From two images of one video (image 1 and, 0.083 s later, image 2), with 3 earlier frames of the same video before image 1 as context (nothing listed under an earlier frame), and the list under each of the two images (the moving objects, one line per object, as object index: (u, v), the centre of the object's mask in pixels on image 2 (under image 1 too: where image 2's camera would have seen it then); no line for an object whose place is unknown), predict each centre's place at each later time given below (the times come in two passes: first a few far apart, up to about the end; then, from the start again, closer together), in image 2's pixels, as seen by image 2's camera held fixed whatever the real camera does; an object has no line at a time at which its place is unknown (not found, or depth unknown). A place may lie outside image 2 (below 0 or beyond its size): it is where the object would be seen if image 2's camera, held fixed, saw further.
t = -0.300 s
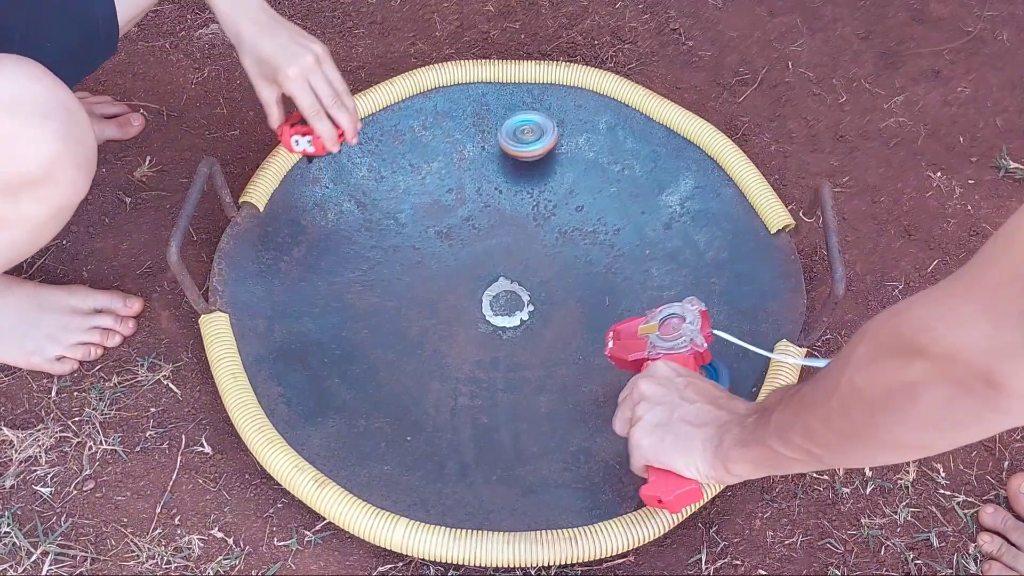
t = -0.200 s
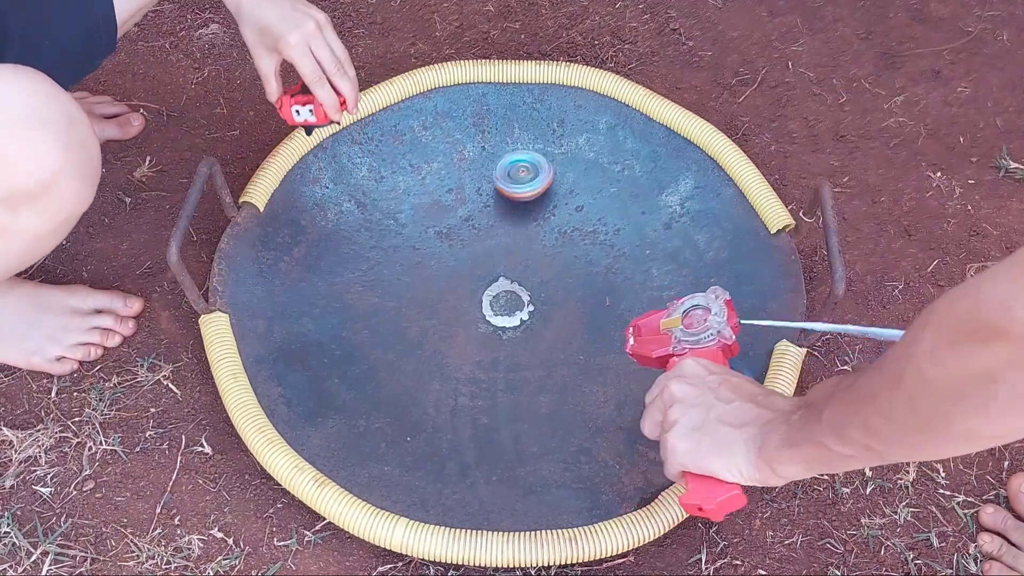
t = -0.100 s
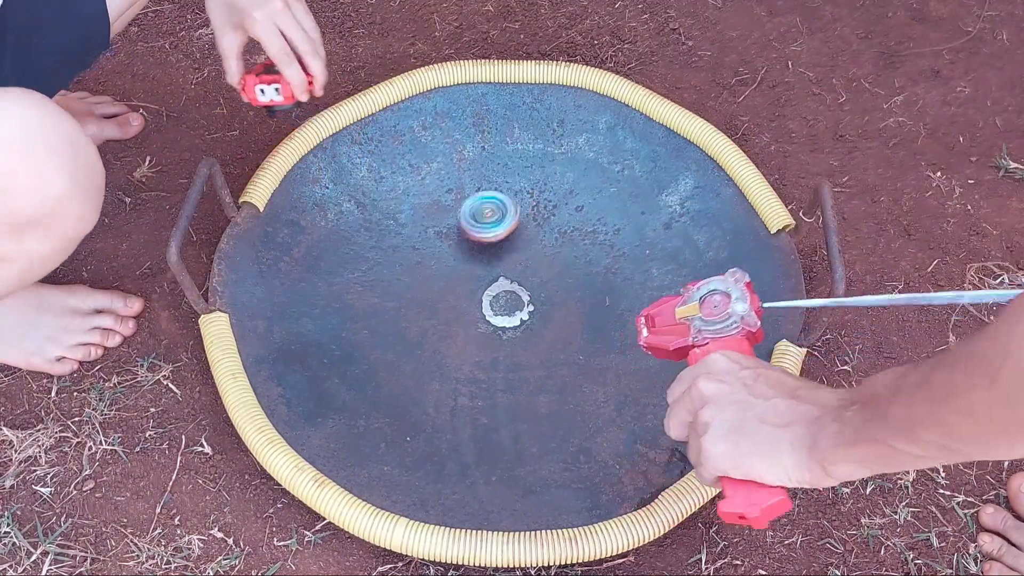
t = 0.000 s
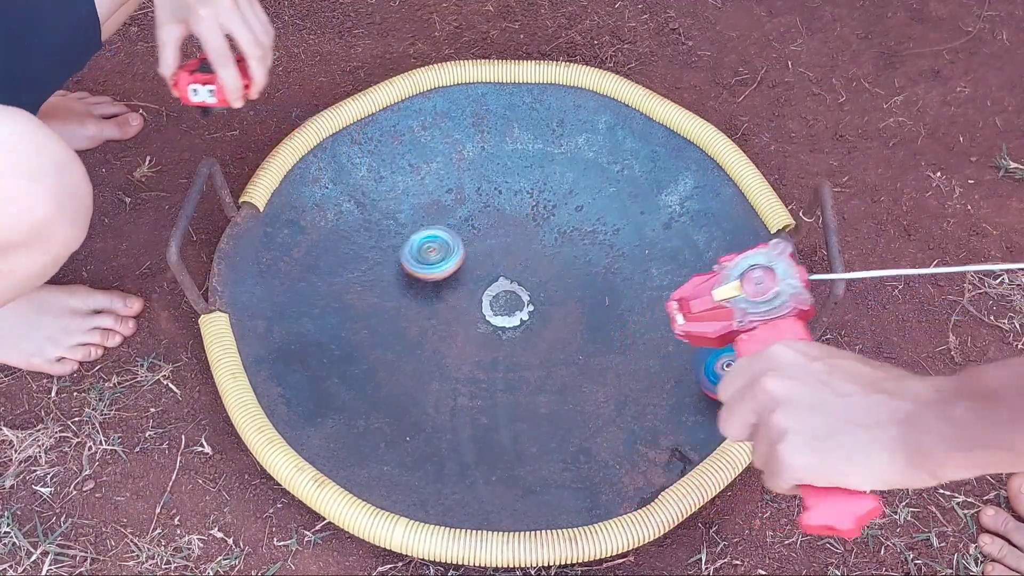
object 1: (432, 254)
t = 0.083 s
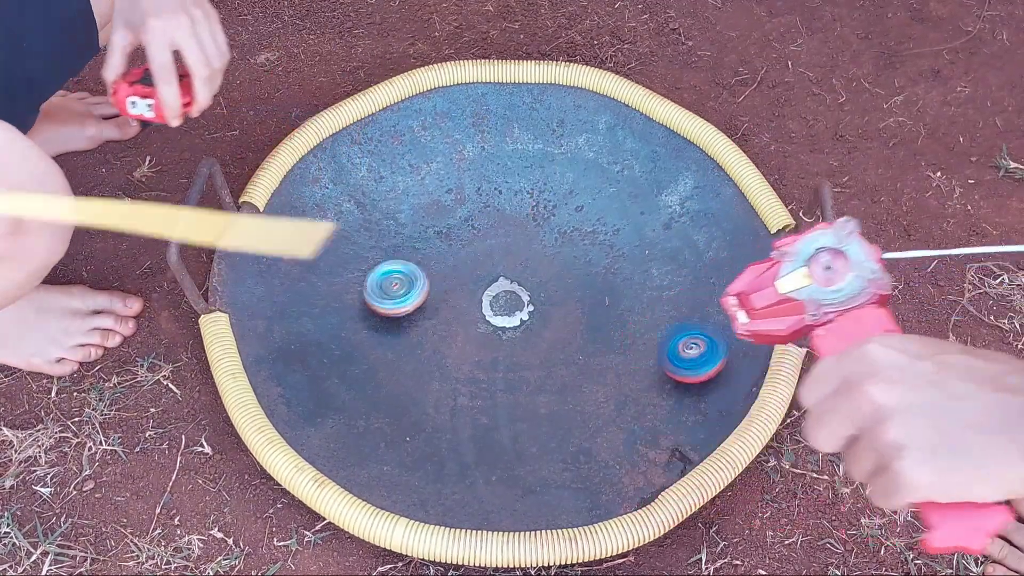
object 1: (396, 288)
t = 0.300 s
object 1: (363, 391)
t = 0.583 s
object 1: (479, 464)
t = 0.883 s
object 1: (551, 356)
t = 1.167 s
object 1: (527, 233)
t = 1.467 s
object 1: (417, 149)
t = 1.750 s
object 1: (320, 197)
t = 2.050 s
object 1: (398, 301)
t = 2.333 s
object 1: (537, 299)
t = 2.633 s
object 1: (607, 219)
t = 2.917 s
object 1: (547, 181)
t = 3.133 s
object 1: (490, 223)
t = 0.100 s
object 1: (390, 296)
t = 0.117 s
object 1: (385, 304)
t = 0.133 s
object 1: (380, 312)
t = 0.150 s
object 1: (375, 320)
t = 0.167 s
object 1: (373, 328)
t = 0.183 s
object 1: (370, 336)
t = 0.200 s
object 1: (367, 343)
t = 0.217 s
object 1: (364, 351)
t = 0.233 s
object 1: (362, 359)
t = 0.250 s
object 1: (361, 367)
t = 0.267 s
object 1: (361, 375)
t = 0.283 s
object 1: (361, 383)
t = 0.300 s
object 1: (363, 391)
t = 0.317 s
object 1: (367, 398)
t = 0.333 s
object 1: (370, 406)
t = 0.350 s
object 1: (373, 414)
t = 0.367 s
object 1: (379, 422)
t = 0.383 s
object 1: (384, 429)
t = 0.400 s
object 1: (390, 435)
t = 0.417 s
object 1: (397, 442)
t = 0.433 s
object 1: (405, 447)
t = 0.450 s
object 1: (412, 451)
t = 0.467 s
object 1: (418, 455)
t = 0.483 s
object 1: (426, 459)
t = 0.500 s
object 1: (436, 461)
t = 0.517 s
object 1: (444, 463)
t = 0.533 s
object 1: (453, 465)
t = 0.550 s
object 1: (463, 465)
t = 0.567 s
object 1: (471, 465)
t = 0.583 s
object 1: (479, 464)
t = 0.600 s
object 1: (489, 463)
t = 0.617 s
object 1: (498, 460)
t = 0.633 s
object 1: (505, 457)
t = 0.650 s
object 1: (514, 453)
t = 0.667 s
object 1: (520, 448)
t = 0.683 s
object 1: (526, 443)
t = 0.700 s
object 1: (533, 437)
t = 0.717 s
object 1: (538, 431)
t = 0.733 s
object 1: (541, 424)
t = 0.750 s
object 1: (546, 417)
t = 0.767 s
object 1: (548, 409)
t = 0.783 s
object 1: (551, 403)
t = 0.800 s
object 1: (554, 395)
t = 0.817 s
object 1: (555, 387)
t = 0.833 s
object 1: (555, 380)
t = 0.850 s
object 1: (555, 371)
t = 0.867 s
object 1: (553, 364)
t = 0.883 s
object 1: (551, 356)
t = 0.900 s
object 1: (550, 348)
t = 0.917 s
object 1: (548, 340)
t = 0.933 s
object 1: (545, 333)
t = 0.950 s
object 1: (541, 324)
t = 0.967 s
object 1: (537, 317)
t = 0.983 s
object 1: (534, 310)
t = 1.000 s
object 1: (529, 302)
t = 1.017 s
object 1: (524, 297)
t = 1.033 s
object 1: (526, 290)
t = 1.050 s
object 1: (529, 283)
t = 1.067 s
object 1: (533, 275)
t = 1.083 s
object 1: (535, 268)
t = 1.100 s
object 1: (536, 261)
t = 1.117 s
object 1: (535, 254)
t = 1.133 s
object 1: (533, 247)
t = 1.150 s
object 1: (531, 241)
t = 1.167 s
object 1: (527, 233)
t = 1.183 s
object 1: (524, 227)
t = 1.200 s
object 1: (518, 221)
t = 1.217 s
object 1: (514, 214)
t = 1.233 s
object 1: (509, 208)
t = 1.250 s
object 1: (503, 202)
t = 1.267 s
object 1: (498, 196)
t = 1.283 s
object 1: (491, 191)
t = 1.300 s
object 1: (486, 185)
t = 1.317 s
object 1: (480, 180)
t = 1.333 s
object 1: (474, 175)
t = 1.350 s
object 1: (467, 171)
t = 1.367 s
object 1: (460, 167)
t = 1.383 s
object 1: (454, 163)
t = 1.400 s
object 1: (447, 159)
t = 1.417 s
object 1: (439, 156)
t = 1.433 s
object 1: (431, 154)
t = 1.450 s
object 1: (424, 151)
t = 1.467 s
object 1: (417, 149)
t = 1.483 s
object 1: (409, 148)
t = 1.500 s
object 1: (401, 147)
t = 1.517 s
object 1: (394, 147)
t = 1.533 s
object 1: (387, 147)
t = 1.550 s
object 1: (380, 147)
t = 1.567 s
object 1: (372, 150)
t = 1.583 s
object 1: (366, 152)
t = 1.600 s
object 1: (359, 155)
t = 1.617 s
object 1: (353, 157)
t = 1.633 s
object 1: (347, 160)
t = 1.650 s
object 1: (342, 165)
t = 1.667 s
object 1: (337, 169)
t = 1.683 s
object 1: (333, 174)
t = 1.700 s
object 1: (328, 178)
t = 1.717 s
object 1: (324, 184)
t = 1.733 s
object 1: (323, 191)
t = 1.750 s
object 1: (320, 197)
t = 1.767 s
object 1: (320, 203)
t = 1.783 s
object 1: (319, 209)
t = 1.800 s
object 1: (320, 216)
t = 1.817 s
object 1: (321, 223)
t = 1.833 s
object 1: (324, 230)
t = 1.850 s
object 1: (326, 235)
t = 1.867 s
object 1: (328, 243)
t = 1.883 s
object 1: (333, 250)
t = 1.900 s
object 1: (337, 256)
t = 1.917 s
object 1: (342, 262)
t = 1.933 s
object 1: (346, 267)
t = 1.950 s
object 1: (354, 274)
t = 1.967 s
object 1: (360, 279)
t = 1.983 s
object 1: (368, 284)
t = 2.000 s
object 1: (374, 287)
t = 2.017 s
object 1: (382, 293)
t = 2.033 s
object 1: (390, 296)
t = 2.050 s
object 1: (398, 301)
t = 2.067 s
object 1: (406, 302)
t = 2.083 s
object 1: (414, 306)
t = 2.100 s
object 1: (424, 307)
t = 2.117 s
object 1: (431, 309)
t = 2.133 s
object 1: (441, 309)
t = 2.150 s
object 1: (448, 311)
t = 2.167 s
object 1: (458, 312)
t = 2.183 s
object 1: (466, 312)
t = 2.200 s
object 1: (476, 311)
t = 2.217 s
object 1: (483, 311)
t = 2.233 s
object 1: (493, 310)
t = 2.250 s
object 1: (501, 307)
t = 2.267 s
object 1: (508, 304)
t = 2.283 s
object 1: (513, 303)
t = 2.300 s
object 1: (522, 301)
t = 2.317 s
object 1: (528, 300)
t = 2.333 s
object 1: (537, 299)
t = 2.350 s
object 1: (542, 297)
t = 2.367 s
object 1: (550, 295)
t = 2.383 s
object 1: (556, 292)
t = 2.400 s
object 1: (563, 288)
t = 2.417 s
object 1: (569, 285)
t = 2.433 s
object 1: (576, 280)
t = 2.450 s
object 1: (582, 277)
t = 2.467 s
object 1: (587, 271)
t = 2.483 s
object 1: (591, 267)
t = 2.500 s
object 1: (596, 261)
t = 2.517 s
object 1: (599, 256)
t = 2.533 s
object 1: (601, 250)
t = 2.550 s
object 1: (603, 245)
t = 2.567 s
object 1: (605, 239)
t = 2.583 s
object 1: (607, 234)
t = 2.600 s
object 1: (606, 229)
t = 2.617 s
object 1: (607, 225)
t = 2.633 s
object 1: (607, 219)
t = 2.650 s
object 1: (605, 214)
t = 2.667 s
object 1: (603, 210)
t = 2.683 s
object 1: (601, 205)
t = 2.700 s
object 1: (599, 201)
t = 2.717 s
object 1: (596, 197)
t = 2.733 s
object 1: (593, 195)
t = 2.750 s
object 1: (591, 191)
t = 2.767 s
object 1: (587, 189)
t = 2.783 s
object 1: (583, 186)
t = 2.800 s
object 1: (580, 184)
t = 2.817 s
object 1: (576, 182)
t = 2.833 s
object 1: (571, 181)
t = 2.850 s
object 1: (566, 180)
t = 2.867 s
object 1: (562, 180)
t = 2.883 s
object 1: (558, 180)
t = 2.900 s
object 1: (552, 180)
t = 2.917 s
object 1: (547, 181)
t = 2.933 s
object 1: (542, 182)
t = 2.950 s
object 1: (536, 183)
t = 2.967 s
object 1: (530, 185)
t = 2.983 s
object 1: (526, 188)
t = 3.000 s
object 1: (521, 190)
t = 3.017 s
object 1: (515, 193)
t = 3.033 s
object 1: (510, 197)
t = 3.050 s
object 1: (507, 201)
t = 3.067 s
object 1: (503, 205)
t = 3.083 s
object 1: (499, 210)
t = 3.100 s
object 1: (496, 214)
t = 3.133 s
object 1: (490, 223)
